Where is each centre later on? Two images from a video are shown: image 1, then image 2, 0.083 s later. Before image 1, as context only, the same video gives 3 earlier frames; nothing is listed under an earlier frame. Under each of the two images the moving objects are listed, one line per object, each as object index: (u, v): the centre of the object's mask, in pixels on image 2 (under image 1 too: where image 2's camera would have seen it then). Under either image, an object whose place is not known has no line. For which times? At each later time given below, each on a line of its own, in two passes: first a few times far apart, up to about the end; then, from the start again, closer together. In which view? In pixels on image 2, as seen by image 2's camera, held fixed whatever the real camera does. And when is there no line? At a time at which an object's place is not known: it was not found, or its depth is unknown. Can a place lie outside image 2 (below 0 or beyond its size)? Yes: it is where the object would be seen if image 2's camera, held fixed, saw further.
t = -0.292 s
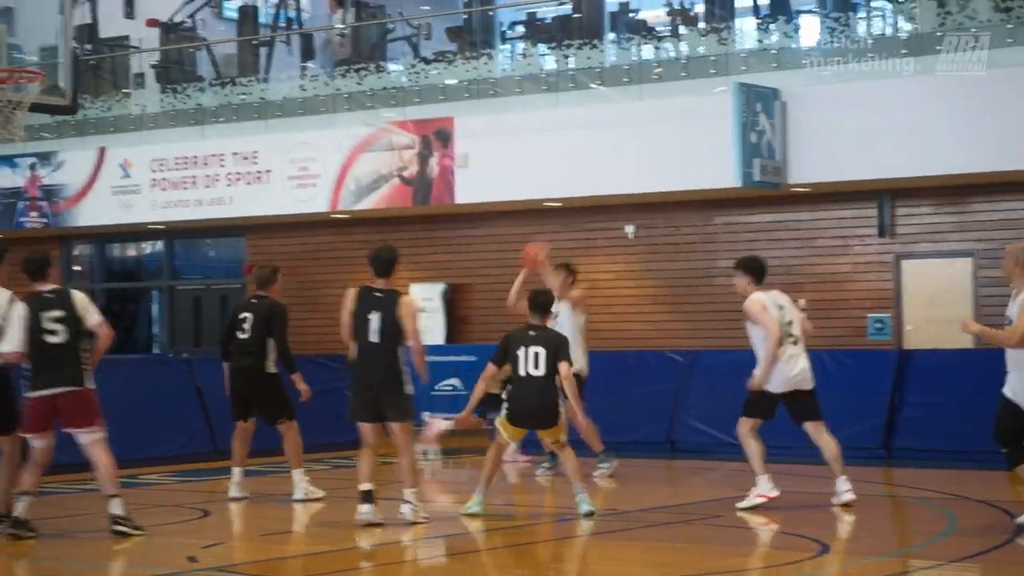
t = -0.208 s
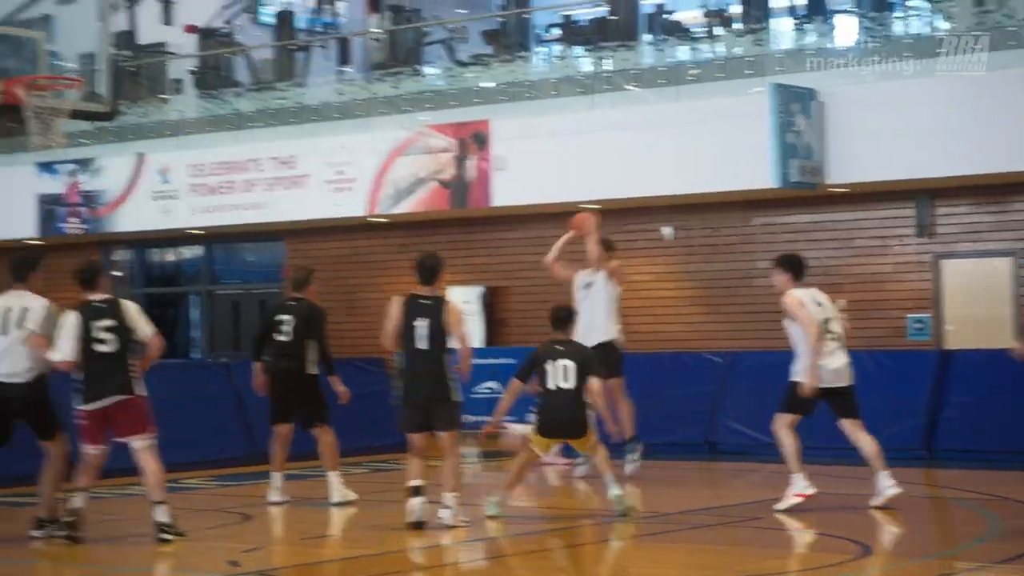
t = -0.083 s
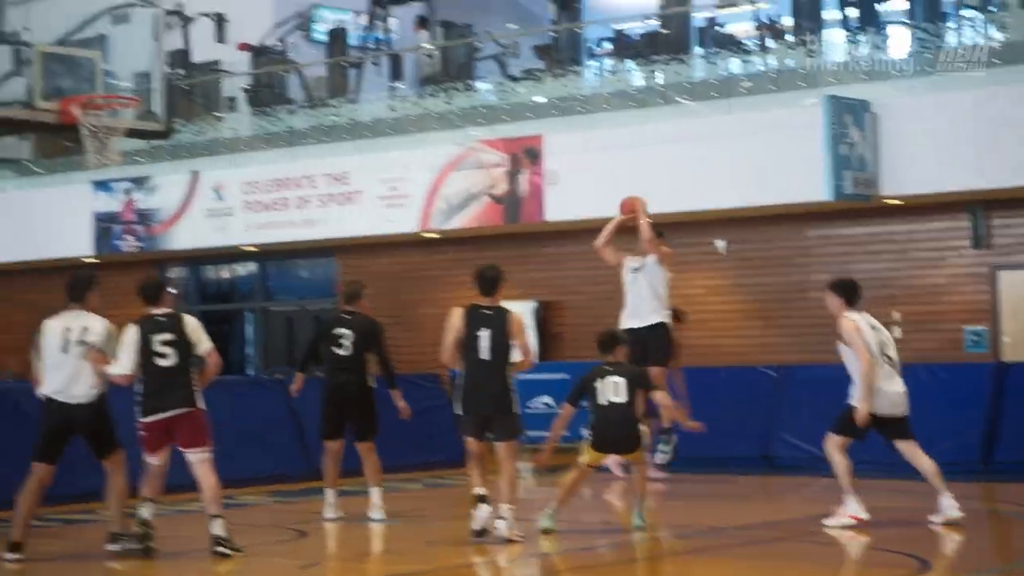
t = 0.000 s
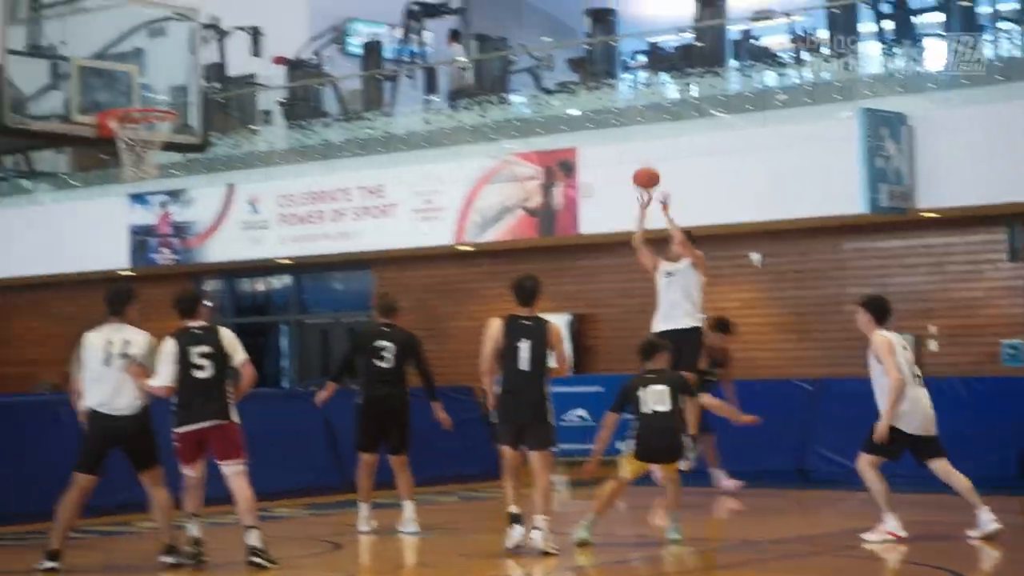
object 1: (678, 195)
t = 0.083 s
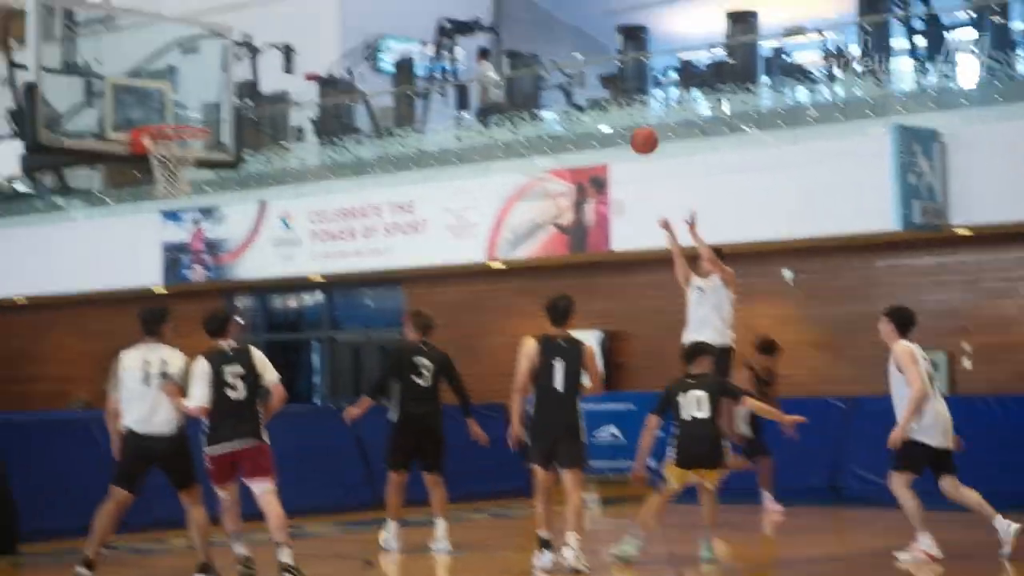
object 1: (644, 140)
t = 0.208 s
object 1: (592, 72)
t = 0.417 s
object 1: (506, -6)
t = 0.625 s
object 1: (415, -37)
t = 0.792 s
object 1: (338, -21)
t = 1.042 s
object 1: (219, 75)
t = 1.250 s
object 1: (134, 179)
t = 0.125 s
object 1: (626, 116)
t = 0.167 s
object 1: (610, 93)
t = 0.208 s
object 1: (592, 72)
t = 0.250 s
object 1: (576, 53)
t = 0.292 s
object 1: (558, 35)
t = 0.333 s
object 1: (541, 20)
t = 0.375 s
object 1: (523, 6)
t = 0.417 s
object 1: (506, -6)
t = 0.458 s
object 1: (488, -16)
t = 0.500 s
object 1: (470, -25)
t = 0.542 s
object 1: (452, -31)
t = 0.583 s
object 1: (434, -35)
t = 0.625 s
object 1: (415, -37)
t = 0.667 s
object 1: (396, -36)
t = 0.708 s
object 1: (377, -33)
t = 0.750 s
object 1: (358, -28)
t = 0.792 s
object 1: (338, -21)
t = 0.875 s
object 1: (299, 2)
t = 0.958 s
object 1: (259, 34)
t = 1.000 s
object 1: (239, 52)
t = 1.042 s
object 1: (219, 75)
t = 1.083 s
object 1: (198, 100)
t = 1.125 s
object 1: (178, 118)
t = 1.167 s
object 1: (155, 157)
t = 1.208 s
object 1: (144, 169)
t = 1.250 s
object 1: (134, 179)
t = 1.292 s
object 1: (124, 191)
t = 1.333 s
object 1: (114, 206)
